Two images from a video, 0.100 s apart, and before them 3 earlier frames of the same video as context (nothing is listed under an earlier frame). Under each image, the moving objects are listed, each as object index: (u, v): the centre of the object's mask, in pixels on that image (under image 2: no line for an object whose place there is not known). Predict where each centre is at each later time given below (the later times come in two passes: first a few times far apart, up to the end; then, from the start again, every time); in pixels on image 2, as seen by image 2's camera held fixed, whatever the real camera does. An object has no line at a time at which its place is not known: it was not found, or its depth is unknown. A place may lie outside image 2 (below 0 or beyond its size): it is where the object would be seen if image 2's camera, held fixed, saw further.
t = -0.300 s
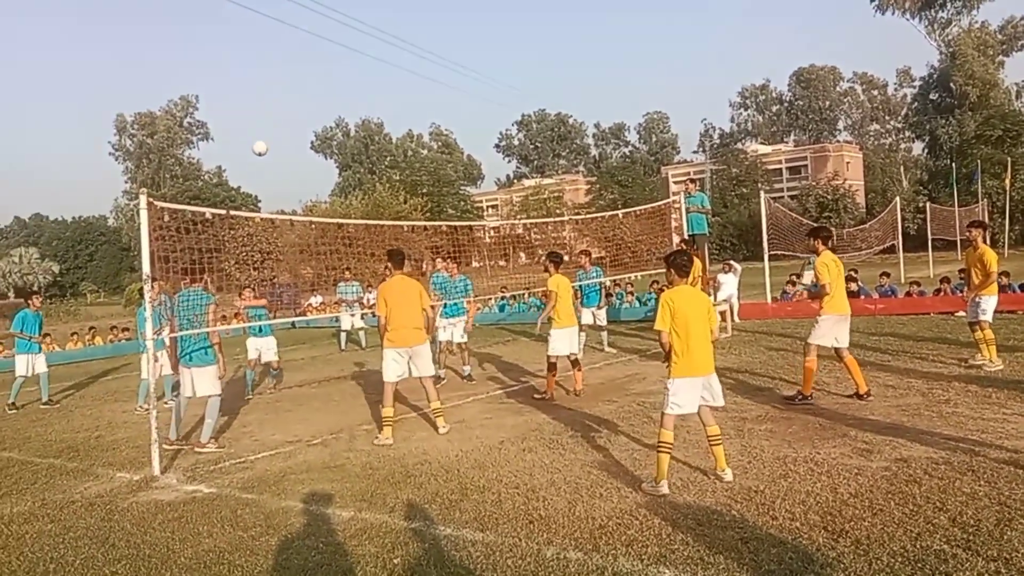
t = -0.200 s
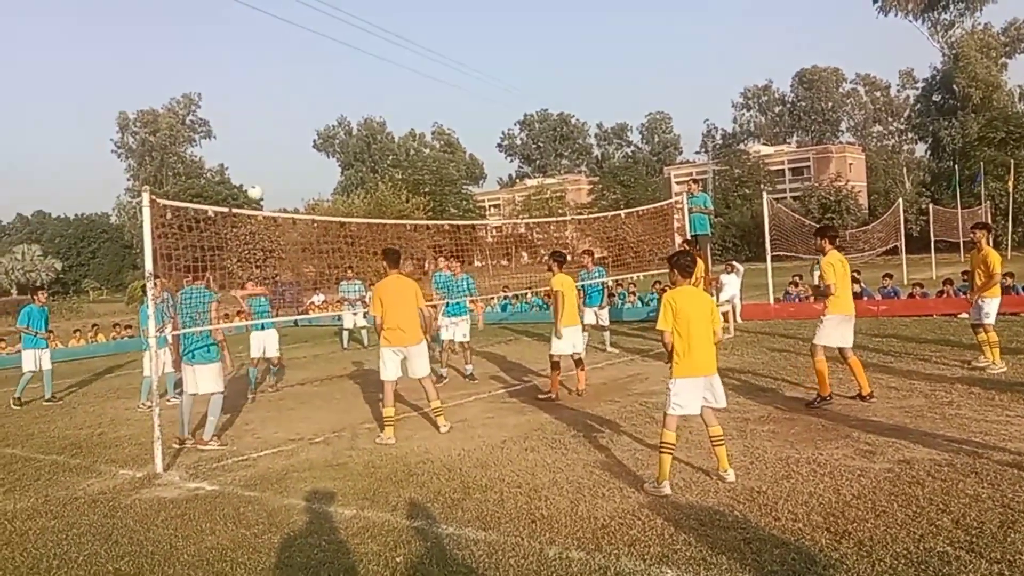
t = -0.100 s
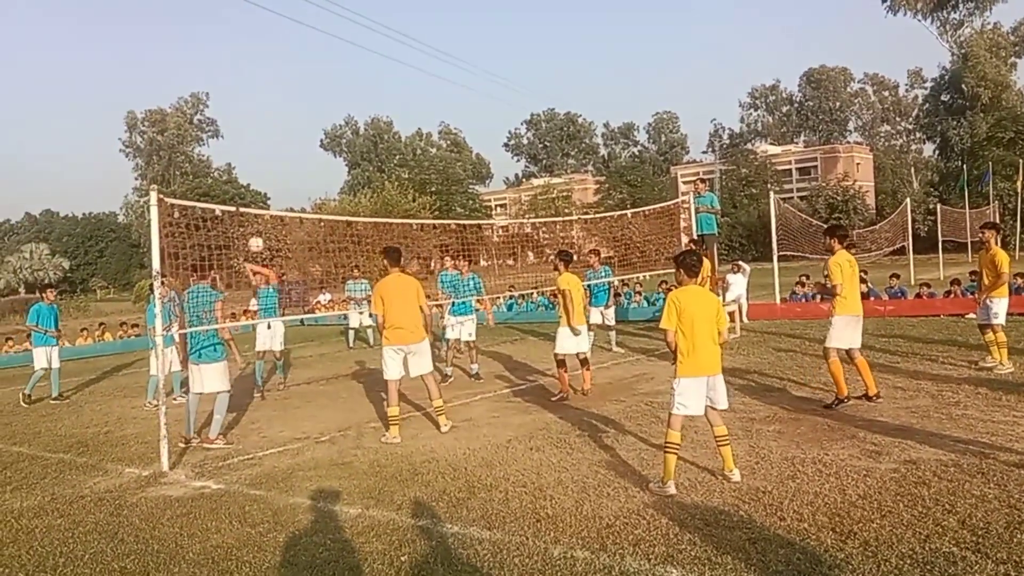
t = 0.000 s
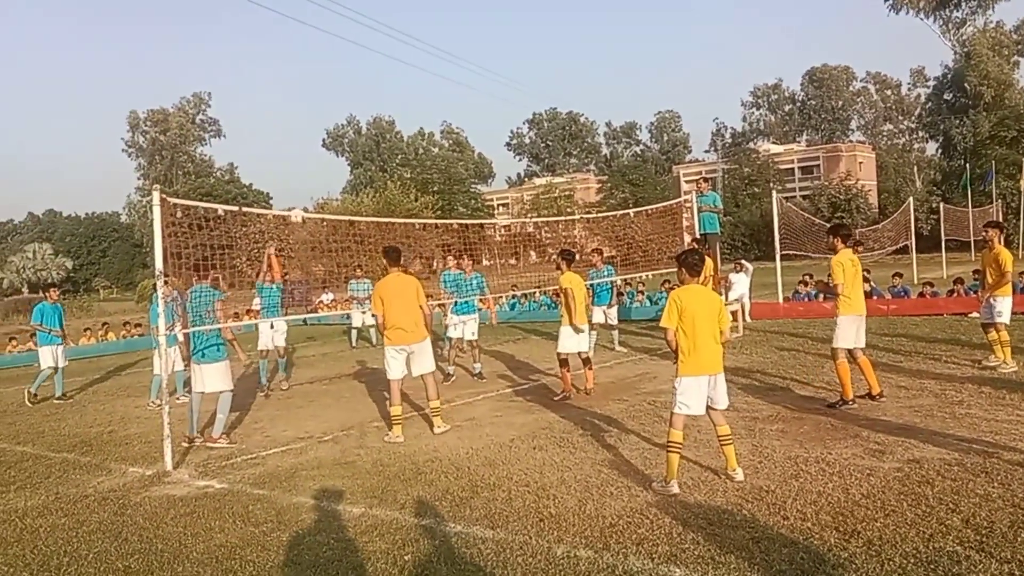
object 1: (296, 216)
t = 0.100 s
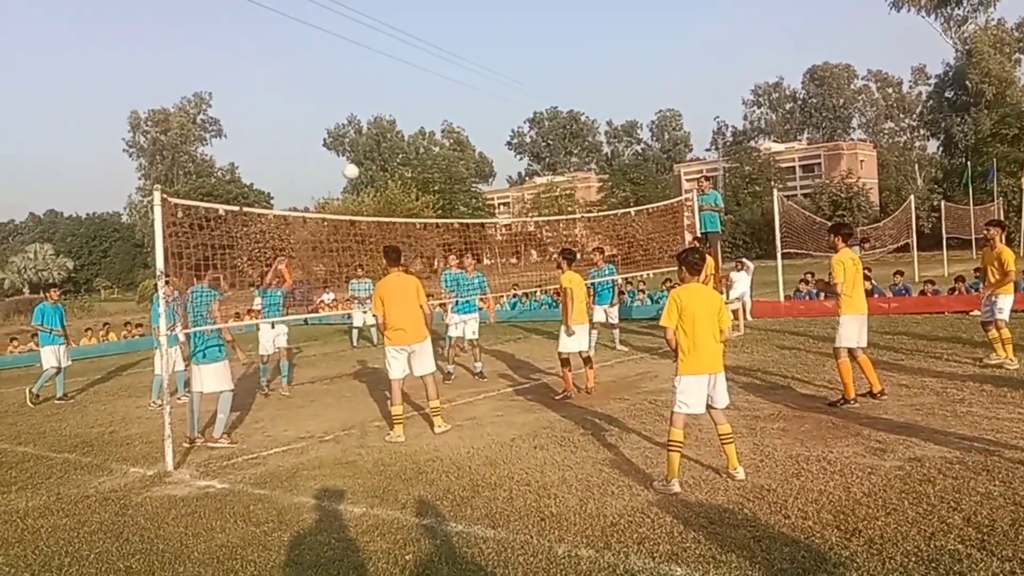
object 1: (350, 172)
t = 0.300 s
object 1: (470, 101)
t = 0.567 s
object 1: (663, 50)
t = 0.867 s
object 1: (922, 76)
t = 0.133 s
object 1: (369, 157)
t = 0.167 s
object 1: (389, 145)
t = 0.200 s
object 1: (408, 133)
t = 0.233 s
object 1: (428, 122)
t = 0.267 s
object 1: (449, 112)
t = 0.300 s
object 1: (470, 101)
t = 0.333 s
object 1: (493, 91)
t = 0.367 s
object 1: (515, 83)
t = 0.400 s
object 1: (538, 75)
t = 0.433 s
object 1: (562, 69)
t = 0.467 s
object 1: (585, 63)
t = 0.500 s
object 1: (610, 57)
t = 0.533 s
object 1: (636, 53)
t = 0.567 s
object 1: (663, 50)
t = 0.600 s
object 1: (689, 48)
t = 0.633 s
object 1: (717, 48)
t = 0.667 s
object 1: (745, 48)
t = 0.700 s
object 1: (773, 49)
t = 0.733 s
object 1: (803, 52)
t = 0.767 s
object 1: (832, 56)
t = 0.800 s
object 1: (861, 61)
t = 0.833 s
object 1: (891, 69)
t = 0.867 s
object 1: (922, 76)
